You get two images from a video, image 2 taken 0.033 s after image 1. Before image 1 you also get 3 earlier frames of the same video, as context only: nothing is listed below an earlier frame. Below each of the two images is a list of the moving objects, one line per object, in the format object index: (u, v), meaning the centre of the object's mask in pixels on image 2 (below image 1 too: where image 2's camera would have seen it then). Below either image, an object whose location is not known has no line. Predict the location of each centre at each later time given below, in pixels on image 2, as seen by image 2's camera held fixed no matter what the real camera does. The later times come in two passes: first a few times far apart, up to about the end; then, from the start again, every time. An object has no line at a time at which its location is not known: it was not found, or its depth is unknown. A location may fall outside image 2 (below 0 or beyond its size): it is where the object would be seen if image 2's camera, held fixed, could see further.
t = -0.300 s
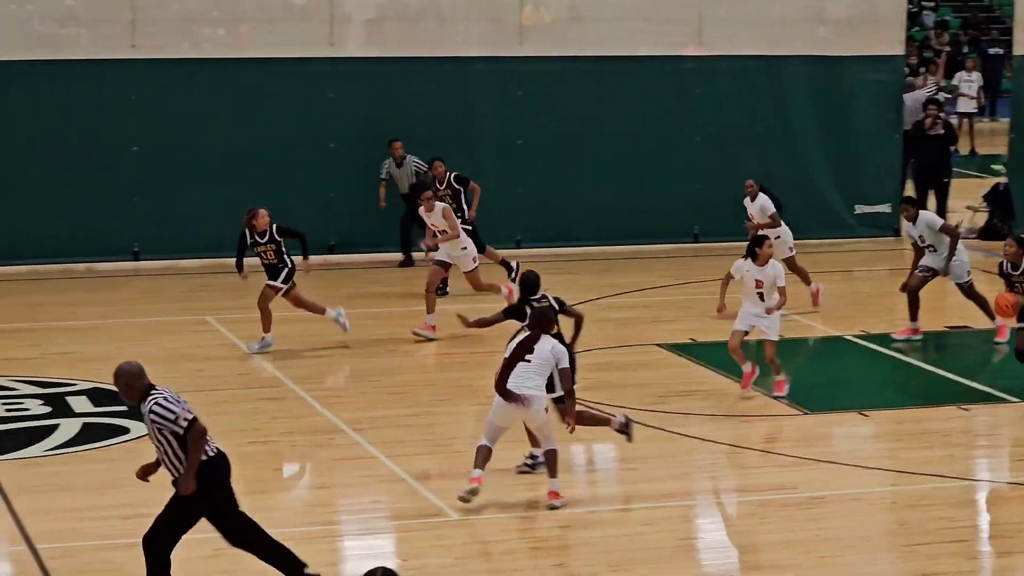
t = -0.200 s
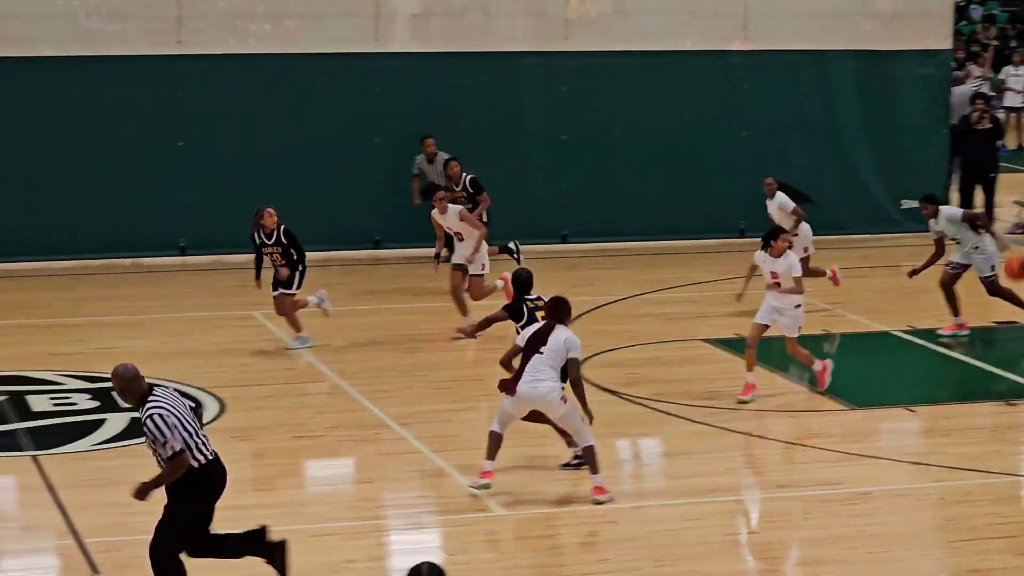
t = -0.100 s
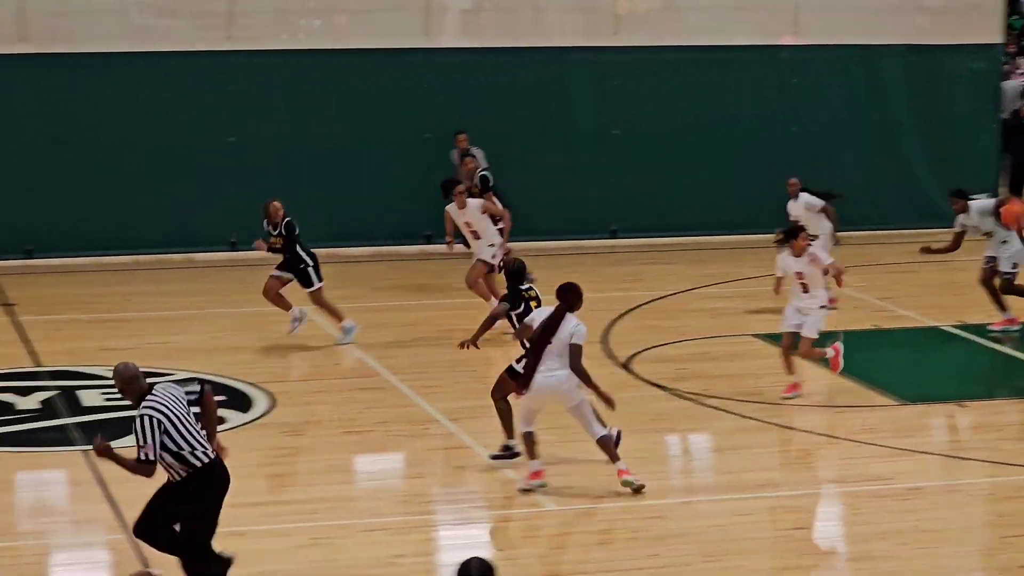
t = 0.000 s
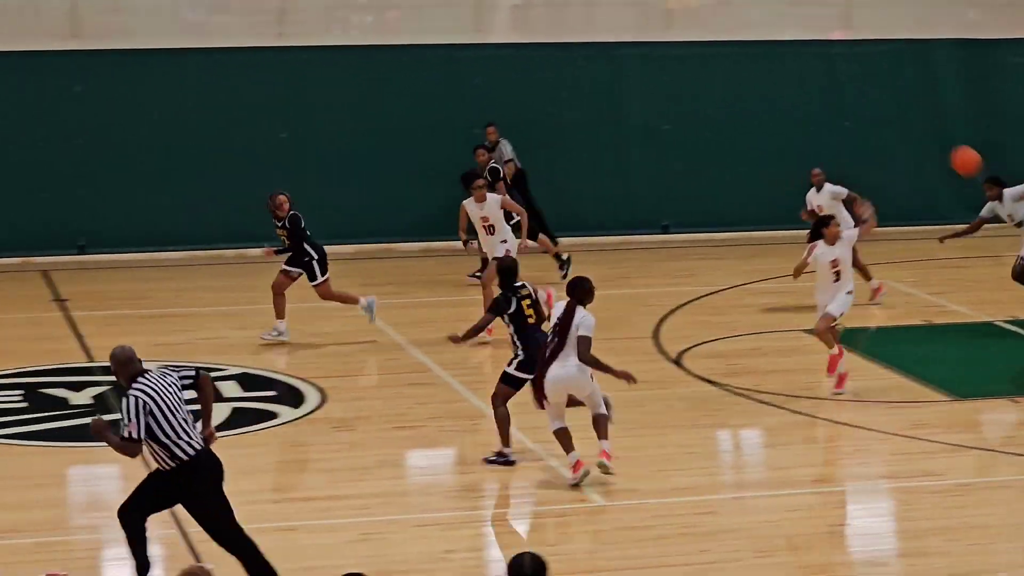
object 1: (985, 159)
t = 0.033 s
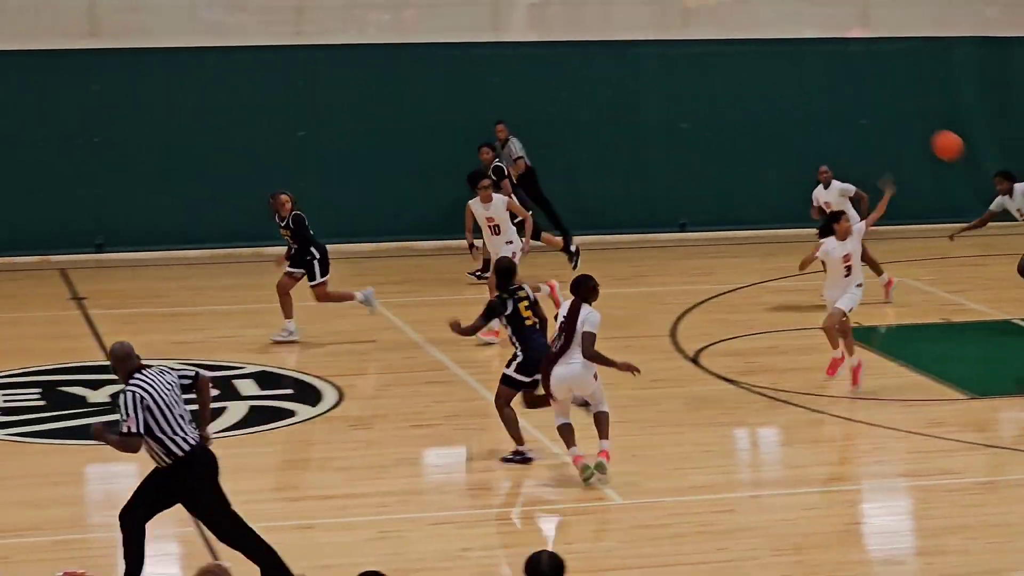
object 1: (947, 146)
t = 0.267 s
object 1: (690, 87)
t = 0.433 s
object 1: (552, 76)
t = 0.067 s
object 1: (910, 134)
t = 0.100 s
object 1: (872, 123)
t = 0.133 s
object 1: (836, 114)
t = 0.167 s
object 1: (799, 105)
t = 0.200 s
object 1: (763, 98)
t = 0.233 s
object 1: (726, 92)
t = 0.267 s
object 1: (690, 87)
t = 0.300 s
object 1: (653, 83)
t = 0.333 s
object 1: (629, 79)
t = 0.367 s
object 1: (603, 77)
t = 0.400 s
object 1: (577, 76)
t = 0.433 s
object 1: (552, 76)
